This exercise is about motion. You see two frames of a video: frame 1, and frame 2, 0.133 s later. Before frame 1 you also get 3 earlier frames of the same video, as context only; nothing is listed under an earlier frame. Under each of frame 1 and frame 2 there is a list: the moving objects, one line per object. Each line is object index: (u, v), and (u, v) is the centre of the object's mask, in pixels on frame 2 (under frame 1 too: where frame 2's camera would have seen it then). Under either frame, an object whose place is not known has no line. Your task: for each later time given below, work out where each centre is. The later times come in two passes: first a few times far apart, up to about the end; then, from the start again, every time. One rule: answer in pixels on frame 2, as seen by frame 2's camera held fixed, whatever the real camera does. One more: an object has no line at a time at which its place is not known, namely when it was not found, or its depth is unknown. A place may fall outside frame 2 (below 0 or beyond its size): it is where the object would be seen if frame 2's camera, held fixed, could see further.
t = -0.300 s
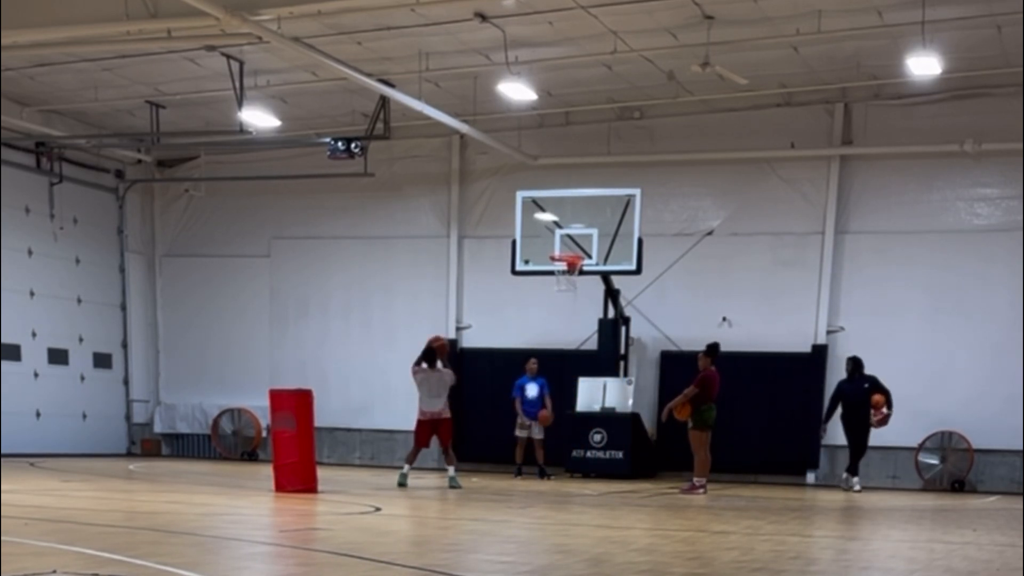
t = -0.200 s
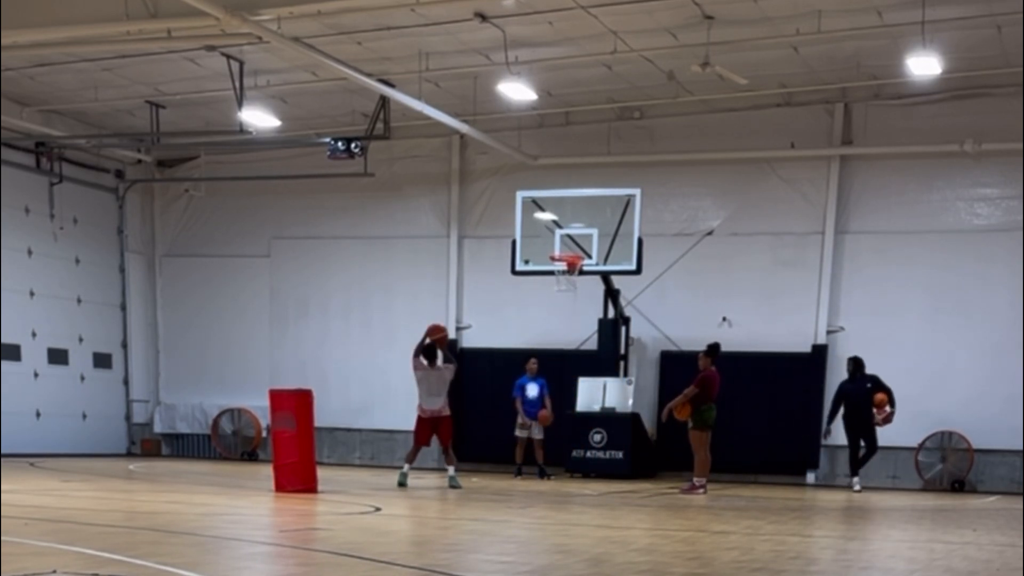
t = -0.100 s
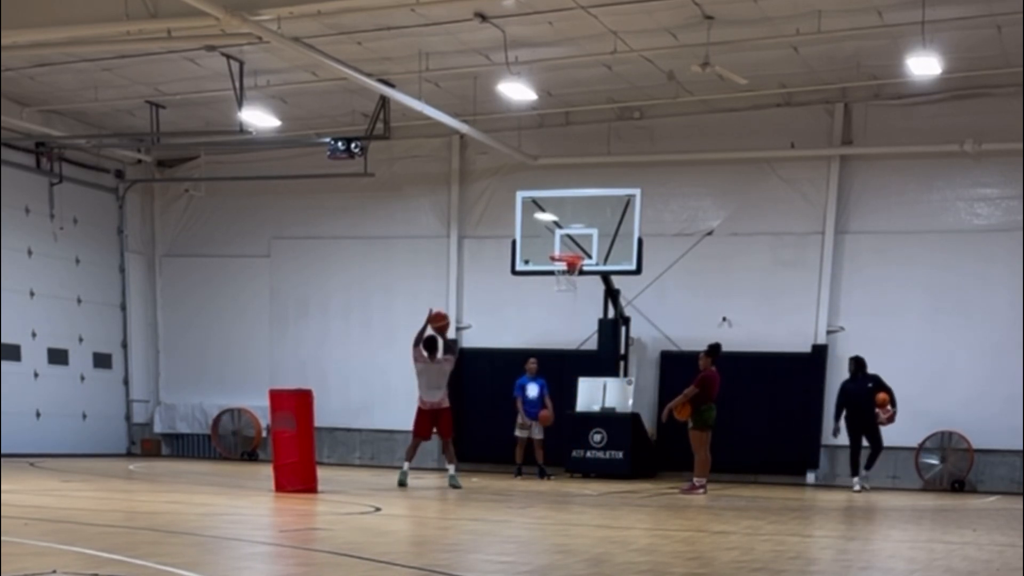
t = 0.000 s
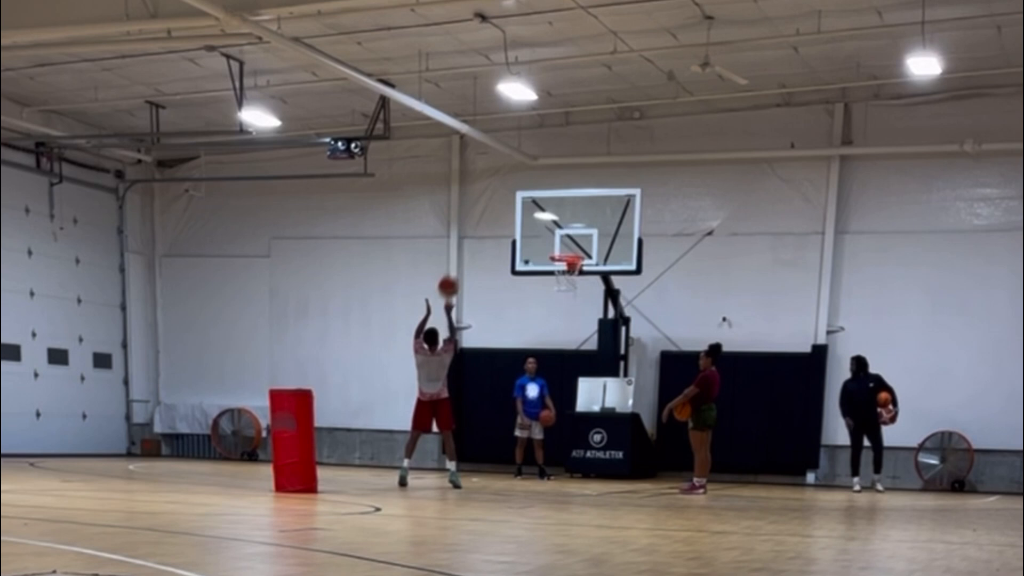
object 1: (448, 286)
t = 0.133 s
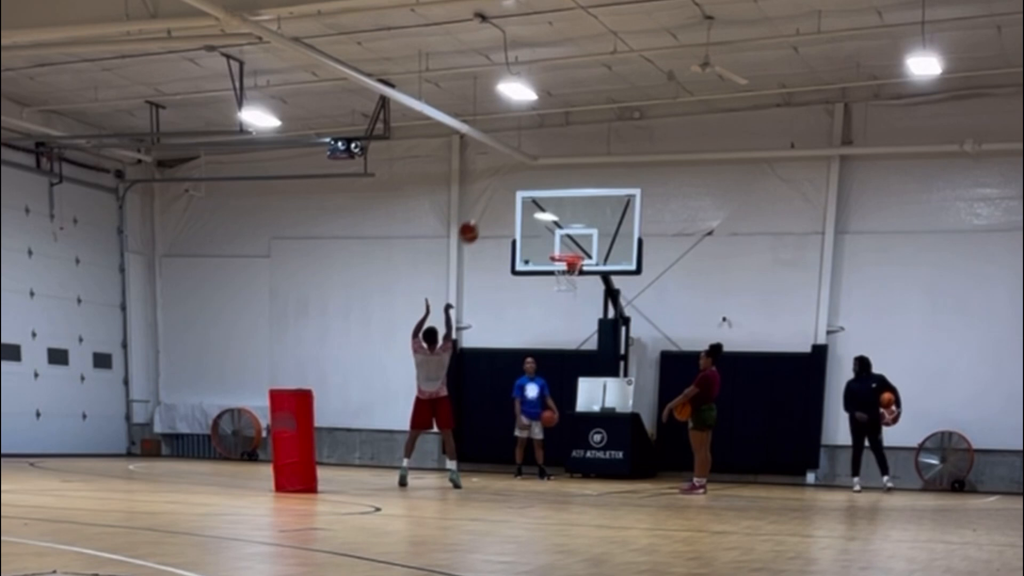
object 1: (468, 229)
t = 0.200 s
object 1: (478, 208)
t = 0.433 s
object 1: (509, 169)
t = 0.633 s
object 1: (534, 173)
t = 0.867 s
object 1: (558, 216)
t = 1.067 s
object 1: (566, 277)
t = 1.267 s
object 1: (546, 326)
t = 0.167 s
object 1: (473, 218)
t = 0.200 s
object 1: (478, 208)
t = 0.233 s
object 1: (483, 199)
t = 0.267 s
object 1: (487, 192)
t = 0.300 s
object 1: (492, 186)
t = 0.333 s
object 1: (497, 180)
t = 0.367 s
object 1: (501, 174)
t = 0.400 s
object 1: (505, 172)
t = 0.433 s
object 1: (509, 169)
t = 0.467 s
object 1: (514, 168)
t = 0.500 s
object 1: (518, 166)
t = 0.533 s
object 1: (522, 166)
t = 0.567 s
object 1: (526, 168)
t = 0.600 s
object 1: (530, 170)
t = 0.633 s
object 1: (534, 173)
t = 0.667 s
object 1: (538, 176)
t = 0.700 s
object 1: (541, 180)
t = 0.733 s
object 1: (544, 186)
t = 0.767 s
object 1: (547, 192)
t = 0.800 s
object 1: (551, 200)
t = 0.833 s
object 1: (555, 208)
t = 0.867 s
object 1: (558, 216)
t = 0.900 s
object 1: (562, 226)
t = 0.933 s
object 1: (564, 236)
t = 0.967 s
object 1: (568, 245)
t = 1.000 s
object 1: (570, 253)
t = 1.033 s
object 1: (570, 265)
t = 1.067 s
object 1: (566, 277)
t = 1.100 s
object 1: (563, 283)
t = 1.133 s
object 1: (560, 291)
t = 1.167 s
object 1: (556, 298)
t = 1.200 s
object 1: (553, 306)
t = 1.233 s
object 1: (549, 316)
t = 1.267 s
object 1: (546, 326)
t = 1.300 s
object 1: (543, 336)
